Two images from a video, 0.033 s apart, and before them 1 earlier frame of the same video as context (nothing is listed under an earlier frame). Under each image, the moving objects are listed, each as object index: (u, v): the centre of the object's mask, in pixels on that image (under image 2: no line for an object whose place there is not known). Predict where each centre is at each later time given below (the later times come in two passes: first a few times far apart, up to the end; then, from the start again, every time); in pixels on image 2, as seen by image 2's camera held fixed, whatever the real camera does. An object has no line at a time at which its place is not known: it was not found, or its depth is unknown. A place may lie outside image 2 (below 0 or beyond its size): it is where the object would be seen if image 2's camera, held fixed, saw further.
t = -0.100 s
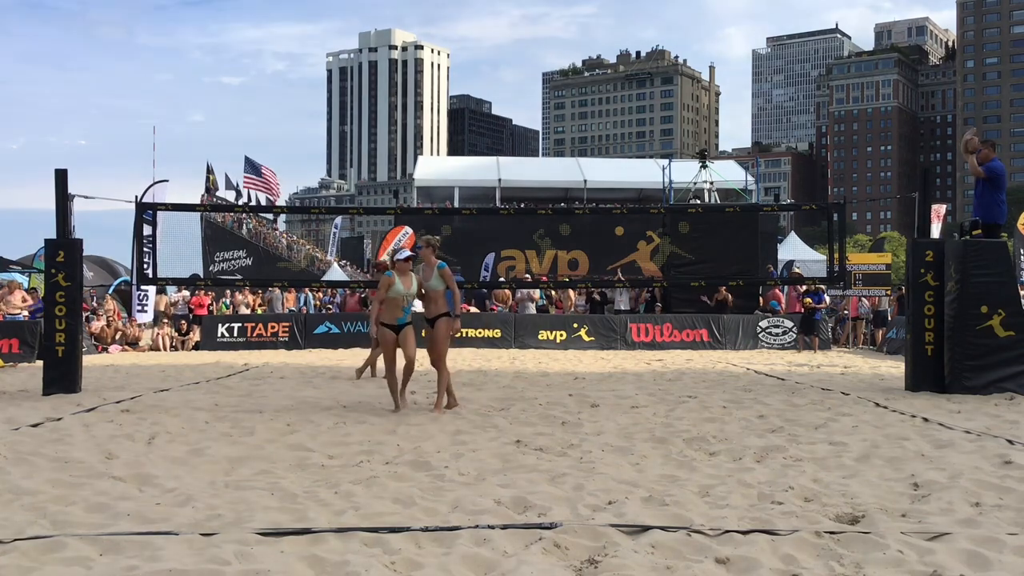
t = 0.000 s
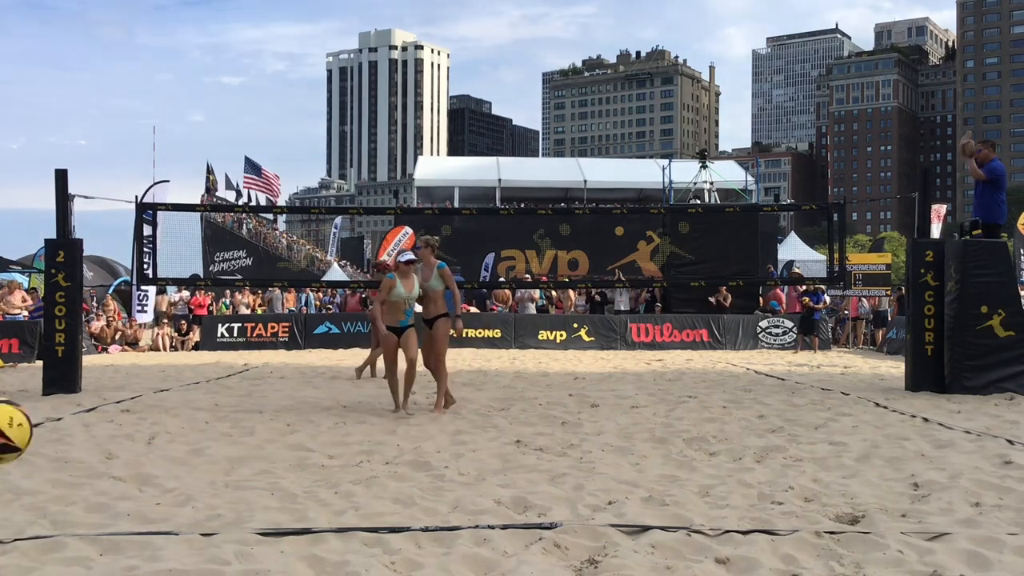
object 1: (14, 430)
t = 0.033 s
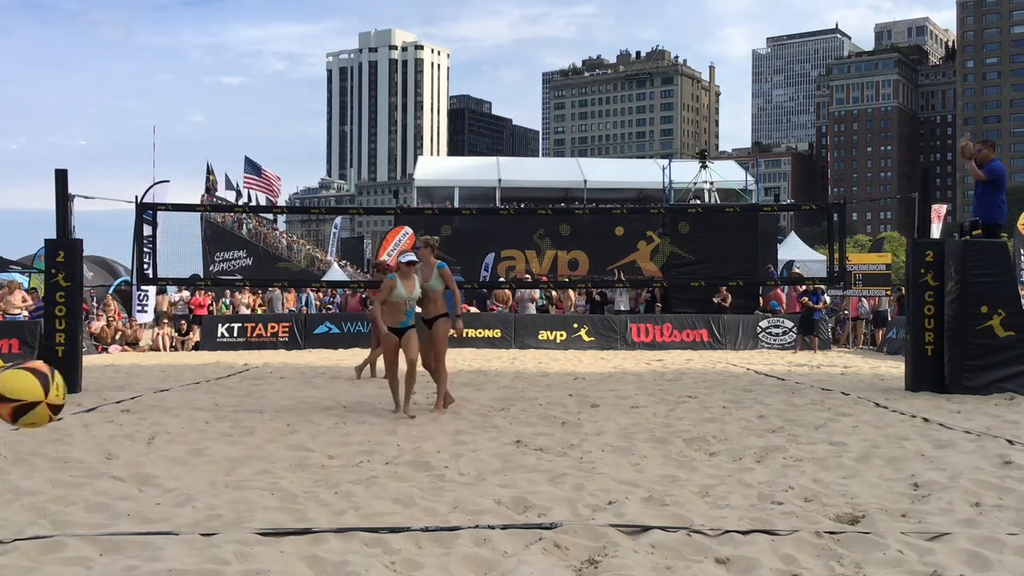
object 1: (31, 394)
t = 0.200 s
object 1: (210, 253)
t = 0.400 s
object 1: (456, 193)
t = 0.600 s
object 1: (744, 282)
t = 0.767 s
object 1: (1006, 512)
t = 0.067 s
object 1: (63, 360)
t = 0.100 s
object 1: (96, 326)
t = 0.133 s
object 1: (133, 301)
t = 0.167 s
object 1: (171, 275)
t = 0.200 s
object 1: (210, 253)
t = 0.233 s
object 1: (248, 234)
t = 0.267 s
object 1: (287, 219)
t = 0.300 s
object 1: (329, 206)
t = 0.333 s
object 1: (370, 198)
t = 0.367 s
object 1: (412, 193)
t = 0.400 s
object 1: (456, 193)
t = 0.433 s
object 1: (499, 196)
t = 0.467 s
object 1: (547, 204)
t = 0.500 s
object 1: (594, 216)
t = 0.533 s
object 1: (642, 234)
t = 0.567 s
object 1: (692, 256)
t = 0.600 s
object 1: (744, 282)
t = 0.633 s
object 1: (799, 316)
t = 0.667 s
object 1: (854, 356)
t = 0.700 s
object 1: (913, 402)
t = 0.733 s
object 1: (973, 455)
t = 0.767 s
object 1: (1006, 512)
